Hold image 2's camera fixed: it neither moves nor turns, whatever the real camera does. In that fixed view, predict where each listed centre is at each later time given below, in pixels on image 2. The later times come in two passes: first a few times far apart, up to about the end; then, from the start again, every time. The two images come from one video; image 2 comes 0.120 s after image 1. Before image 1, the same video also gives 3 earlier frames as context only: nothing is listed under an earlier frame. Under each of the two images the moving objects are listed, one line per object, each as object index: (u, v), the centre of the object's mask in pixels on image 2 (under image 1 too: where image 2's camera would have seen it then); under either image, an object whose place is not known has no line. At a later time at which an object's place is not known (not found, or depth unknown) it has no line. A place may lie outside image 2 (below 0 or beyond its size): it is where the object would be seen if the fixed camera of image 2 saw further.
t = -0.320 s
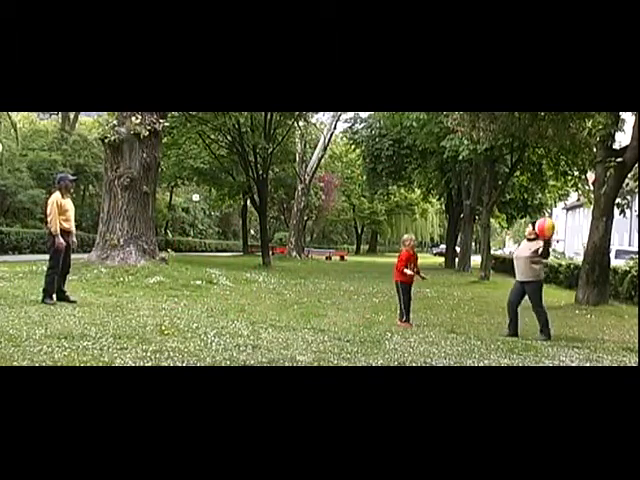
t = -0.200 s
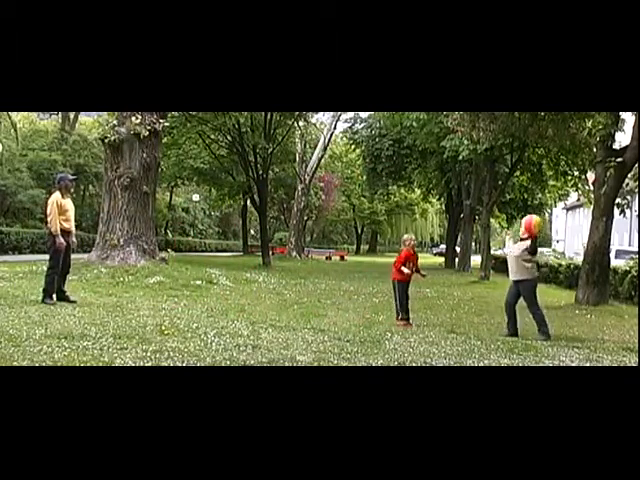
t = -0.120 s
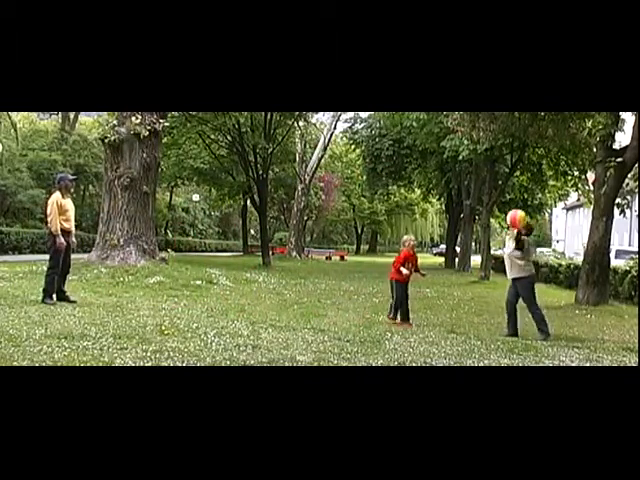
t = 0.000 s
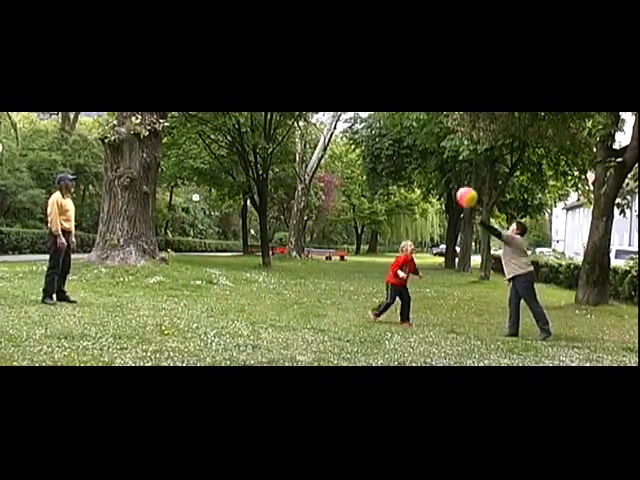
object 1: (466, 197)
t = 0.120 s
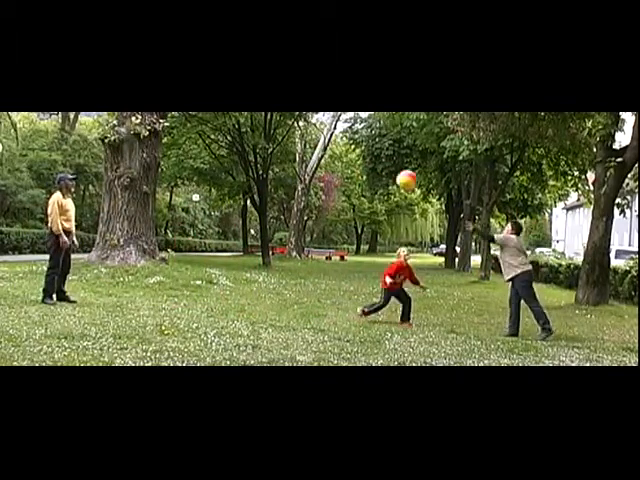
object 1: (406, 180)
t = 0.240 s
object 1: (350, 175)
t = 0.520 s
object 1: (230, 194)
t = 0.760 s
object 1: (140, 249)
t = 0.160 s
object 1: (387, 177)
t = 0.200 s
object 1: (368, 175)
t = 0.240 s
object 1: (350, 175)
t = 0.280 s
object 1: (331, 174)
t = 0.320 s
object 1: (314, 175)
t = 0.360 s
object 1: (296, 176)
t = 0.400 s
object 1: (279, 179)
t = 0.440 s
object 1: (263, 183)
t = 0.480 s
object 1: (246, 188)
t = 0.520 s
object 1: (230, 194)
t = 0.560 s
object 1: (214, 201)
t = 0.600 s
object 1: (199, 208)
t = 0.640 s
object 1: (184, 218)
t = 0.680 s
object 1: (168, 229)
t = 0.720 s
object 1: (154, 239)
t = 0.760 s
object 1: (140, 249)
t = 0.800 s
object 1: (127, 263)
